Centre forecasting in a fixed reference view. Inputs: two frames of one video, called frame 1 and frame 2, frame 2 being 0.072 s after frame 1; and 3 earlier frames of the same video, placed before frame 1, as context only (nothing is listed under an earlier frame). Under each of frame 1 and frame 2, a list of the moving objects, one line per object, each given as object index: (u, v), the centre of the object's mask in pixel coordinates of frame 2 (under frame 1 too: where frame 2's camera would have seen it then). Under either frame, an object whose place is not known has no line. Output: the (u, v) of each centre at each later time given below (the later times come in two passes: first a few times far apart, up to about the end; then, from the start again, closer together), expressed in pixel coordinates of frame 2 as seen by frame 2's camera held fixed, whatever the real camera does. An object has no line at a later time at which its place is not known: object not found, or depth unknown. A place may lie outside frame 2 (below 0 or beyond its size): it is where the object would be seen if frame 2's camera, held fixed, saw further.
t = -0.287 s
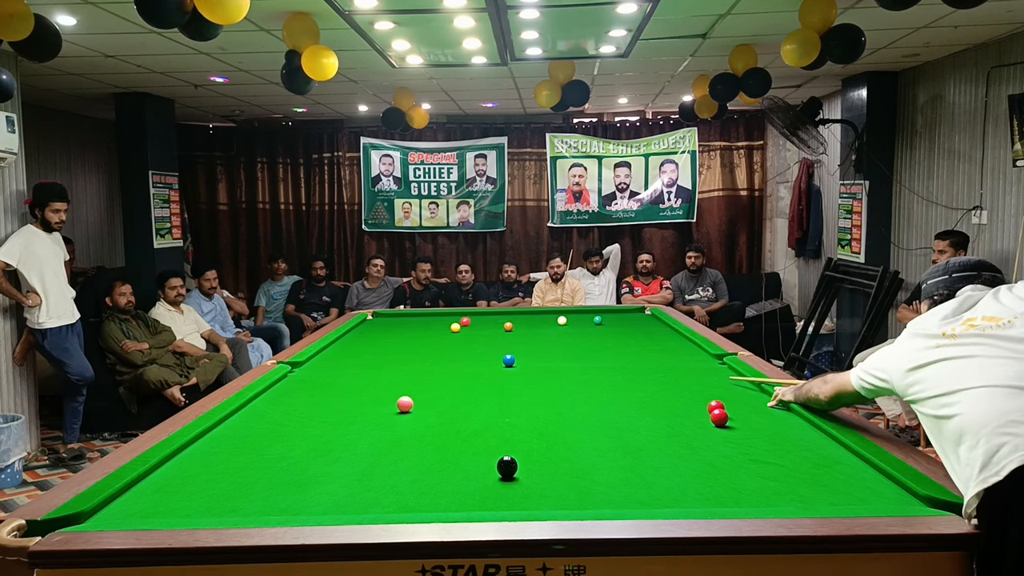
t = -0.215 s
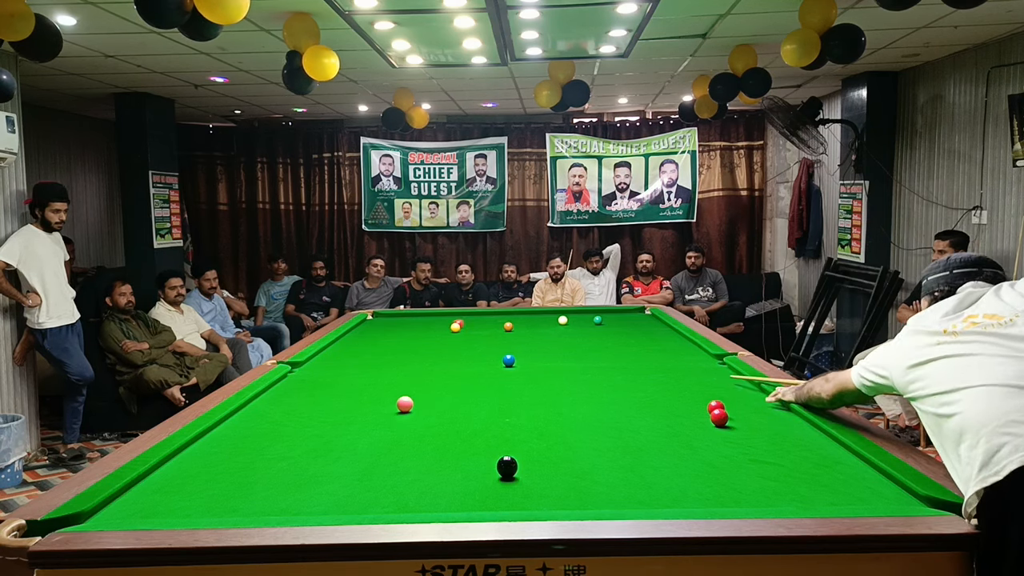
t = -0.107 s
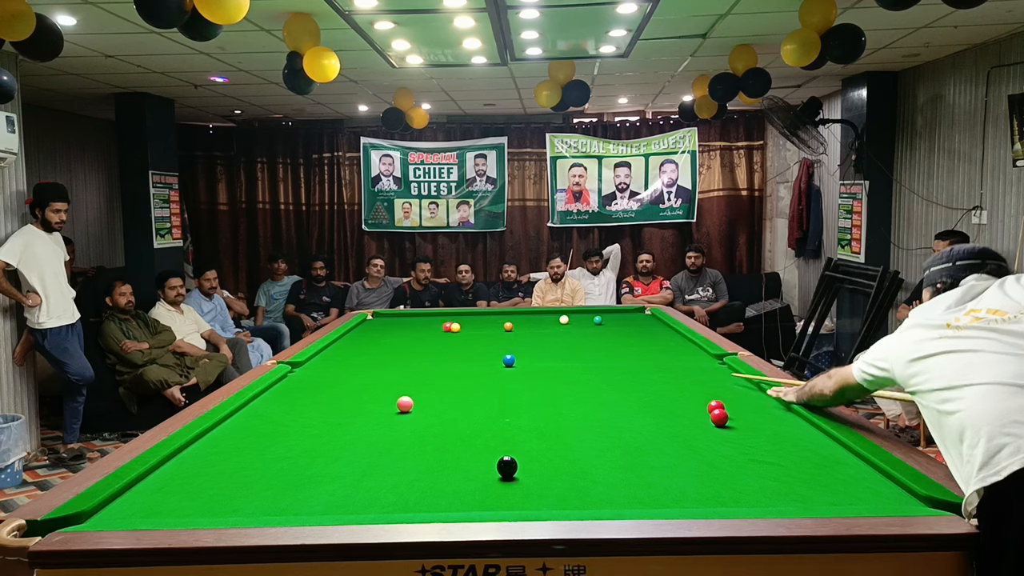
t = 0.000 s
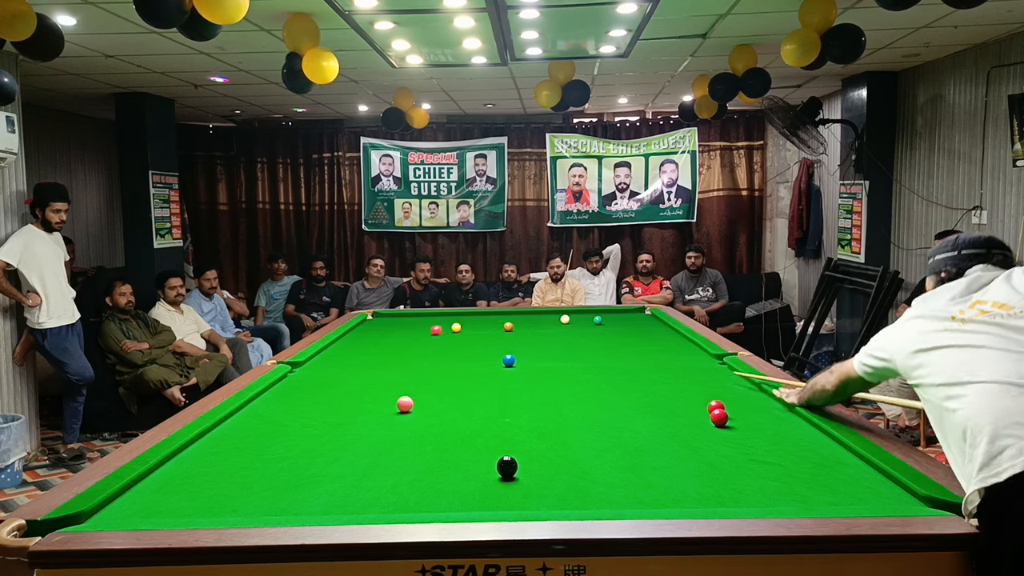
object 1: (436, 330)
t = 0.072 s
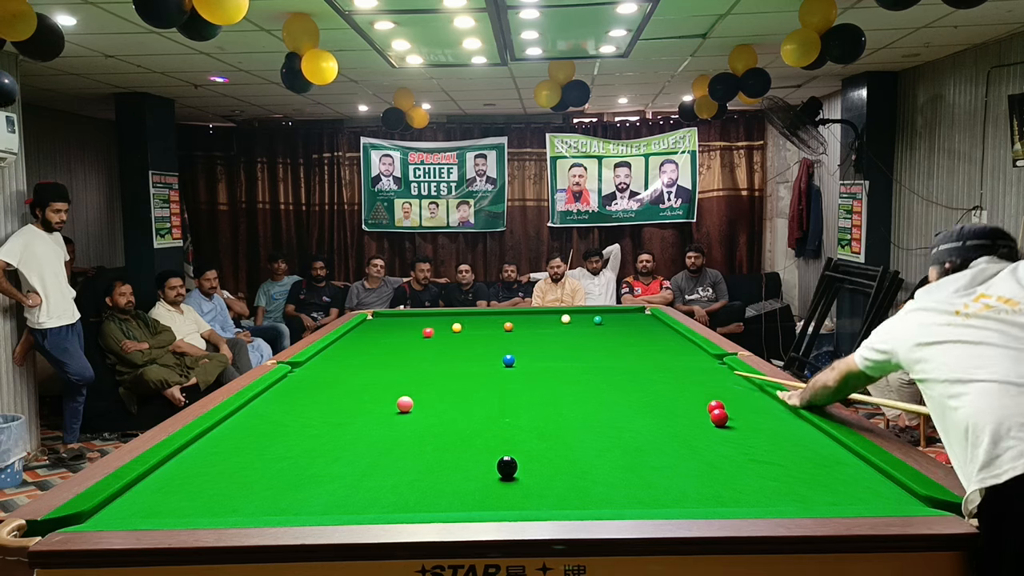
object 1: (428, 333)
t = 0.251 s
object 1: (406, 339)
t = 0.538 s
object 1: (367, 349)
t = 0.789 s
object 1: (329, 360)
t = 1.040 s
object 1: (299, 371)
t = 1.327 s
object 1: (306, 383)
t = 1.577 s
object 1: (312, 395)
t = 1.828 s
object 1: (319, 408)
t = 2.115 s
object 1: (329, 424)
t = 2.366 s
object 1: (339, 441)
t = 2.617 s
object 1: (351, 460)
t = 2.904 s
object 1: (366, 485)
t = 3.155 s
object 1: (383, 506)
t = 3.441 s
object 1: (416, 497)
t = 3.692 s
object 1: (442, 483)
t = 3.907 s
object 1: (461, 473)
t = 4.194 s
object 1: (483, 461)
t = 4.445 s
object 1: (498, 451)
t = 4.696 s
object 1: (513, 445)
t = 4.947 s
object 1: (525, 439)
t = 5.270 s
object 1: (539, 432)
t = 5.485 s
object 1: (547, 428)
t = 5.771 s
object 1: (557, 422)
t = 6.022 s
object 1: (564, 419)
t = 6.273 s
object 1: (570, 416)
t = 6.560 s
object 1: (576, 413)
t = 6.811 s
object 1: (580, 412)
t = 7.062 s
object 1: (583, 410)
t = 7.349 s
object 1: (586, 409)
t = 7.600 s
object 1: (587, 408)
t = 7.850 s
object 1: (588, 408)
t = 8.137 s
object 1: (587, 408)
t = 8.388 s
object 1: (587, 408)
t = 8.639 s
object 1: (587, 408)
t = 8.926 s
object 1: (587, 408)
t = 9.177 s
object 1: (587, 408)
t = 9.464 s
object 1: (587, 408)
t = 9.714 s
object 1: (587, 408)
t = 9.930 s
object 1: (587, 408)
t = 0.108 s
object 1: (423, 334)
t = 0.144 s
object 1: (419, 335)
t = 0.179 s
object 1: (415, 336)
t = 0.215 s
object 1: (410, 337)
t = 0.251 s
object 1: (406, 339)
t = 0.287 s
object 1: (401, 340)
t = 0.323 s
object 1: (397, 341)
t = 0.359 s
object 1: (392, 342)
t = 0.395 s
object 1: (387, 344)
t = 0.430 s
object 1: (382, 345)
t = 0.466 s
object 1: (377, 346)
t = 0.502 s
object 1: (372, 348)
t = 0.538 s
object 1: (367, 349)
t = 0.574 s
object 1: (362, 351)
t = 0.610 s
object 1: (356, 352)
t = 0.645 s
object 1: (351, 354)
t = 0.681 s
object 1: (345, 355)
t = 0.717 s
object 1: (340, 357)
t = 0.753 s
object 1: (334, 358)
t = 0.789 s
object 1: (329, 360)
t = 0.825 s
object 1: (322, 362)
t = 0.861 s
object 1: (316, 364)
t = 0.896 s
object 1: (310, 365)
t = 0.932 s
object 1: (304, 367)
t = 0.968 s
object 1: (298, 368)
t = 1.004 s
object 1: (297, 370)
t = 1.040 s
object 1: (299, 371)
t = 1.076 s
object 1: (300, 373)
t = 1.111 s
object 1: (301, 374)
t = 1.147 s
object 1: (301, 376)
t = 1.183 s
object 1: (302, 377)
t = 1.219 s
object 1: (303, 379)
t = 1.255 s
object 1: (304, 380)
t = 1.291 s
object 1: (305, 382)
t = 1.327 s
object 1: (306, 383)
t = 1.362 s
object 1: (306, 385)
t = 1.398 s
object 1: (307, 387)
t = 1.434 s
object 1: (308, 388)
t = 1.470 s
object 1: (309, 390)
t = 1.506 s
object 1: (310, 391)
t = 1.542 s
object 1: (311, 393)
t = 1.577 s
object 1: (312, 395)
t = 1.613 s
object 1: (313, 397)
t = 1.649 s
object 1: (314, 399)
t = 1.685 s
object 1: (315, 400)
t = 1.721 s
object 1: (316, 402)
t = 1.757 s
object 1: (317, 404)
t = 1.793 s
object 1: (318, 406)
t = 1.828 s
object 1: (319, 408)
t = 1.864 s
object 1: (320, 410)
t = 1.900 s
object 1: (322, 412)
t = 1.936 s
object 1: (323, 414)
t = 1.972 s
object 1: (324, 416)
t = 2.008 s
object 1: (325, 418)
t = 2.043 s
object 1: (327, 420)
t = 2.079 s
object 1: (328, 422)
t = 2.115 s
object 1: (329, 424)
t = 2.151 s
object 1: (331, 427)
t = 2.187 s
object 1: (332, 429)
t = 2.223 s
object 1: (333, 431)
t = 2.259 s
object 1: (335, 434)
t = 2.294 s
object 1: (337, 436)
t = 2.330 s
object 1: (338, 439)
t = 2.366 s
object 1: (339, 441)
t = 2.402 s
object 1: (341, 443)
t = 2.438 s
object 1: (343, 446)
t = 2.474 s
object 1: (345, 449)
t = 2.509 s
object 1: (346, 451)
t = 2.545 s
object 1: (348, 454)
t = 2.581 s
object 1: (349, 457)
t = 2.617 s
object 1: (351, 460)
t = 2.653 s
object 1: (353, 463)
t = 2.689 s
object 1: (355, 466)
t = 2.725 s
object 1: (357, 468)
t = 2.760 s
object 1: (359, 472)
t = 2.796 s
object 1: (361, 475)
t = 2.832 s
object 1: (362, 478)
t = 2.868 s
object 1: (364, 482)
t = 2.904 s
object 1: (366, 485)
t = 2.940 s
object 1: (369, 488)
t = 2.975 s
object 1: (371, 492)
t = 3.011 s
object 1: (373, 495)
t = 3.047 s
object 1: (376, 499)
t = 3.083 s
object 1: (378, 502)
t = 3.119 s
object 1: (380, 504)
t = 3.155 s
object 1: (383, 506)
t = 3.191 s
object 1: (385, 508)
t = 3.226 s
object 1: (390, 507)
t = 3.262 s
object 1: (395, 506)
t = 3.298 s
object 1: (399, 504)
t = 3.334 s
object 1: (404, 503)
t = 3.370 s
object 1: (408, 501)
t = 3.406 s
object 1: (412, 499)
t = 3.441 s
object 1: (416, 497)
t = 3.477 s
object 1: (420, 495)
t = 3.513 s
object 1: (424, 493)
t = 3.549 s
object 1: (428, 491)
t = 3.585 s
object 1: (431, 489)
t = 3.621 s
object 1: (435, 487)
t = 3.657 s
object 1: (438, 485)
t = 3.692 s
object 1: (442, 483)
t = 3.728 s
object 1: (445, 481)
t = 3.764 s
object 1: (448, 480)
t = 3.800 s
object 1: (452, 478)
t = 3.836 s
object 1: (454, 476)
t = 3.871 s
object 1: (458, 474)
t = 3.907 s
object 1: (461, 473)
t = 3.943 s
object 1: (464, 471)
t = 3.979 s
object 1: (467, 470)
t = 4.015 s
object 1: (469, 468)
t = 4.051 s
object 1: (472, 466)
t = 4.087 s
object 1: (475, 465)
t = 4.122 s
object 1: (478, 464)
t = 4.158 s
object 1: (480, 462)
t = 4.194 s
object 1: (483, 461)
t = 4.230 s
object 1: (485, 459)
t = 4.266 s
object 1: (488, 458)
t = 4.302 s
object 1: (490, 457)
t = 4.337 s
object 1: (492, 456)
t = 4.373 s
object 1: (494, 454)
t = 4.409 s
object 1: (496, 452)
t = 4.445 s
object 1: (498, 451)
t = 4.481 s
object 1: (501, 450)
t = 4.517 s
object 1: (503, 449)
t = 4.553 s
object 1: (506, 448)
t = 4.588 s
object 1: (507, 447)
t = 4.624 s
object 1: (509, 446)
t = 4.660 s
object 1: (511, 446)
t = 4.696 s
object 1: (513, 445)
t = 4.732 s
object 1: (515, 444)
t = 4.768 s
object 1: (517, 443)
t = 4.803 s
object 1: (519, 442)
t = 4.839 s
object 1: (521, 441)
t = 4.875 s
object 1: (522, 440)
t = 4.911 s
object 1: (524, 439)
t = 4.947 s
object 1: (525, 439)
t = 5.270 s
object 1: (539, 432)
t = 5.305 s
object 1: (541, 431)
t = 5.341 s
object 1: (542, 431)
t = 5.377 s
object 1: (543, 430)
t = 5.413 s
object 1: (544, 429)
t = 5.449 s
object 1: (546, 429)
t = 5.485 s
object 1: (547, 428)
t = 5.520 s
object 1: (549, 427)
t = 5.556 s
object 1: (550, 426)
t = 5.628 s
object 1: (553, 425)
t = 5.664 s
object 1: (554, 424)
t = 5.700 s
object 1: (555, 424)
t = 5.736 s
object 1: (556, 423)
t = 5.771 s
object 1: (557, 422)
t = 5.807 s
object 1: (558, 422)
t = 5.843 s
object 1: (559, 421)
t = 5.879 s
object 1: (560, 421)
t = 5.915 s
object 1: (561, 420)
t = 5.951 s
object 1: (562, 420)
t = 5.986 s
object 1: (563, 420)
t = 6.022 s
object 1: (564, 419)
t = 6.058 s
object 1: (565, 419)
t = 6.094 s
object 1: (566, 418)
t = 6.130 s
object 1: (567, 418)
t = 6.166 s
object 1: (568, 417)
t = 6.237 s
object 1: (569, 417)
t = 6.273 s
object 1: (570, 416)
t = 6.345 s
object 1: (571, 415)
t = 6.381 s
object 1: (572, 415)
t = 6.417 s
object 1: (573, 415)
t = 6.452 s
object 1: (574, 414)
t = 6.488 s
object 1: (574, 414)
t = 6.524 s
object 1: (575, 414)
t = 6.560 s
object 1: (576, 413)
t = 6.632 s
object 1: (577, 413)
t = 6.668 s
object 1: (578, 412)
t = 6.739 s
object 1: (579, 412)
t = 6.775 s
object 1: (579, 412)
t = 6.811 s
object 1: (580, 412)
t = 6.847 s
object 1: (580, 411)
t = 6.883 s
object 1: (581, 411)
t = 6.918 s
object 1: (581, 411)
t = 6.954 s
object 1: (582, 411)
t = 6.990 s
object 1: (582, 410)
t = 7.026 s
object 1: (583, 410)
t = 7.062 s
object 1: (583, 410)
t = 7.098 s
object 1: (584, 410)
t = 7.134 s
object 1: (584, 409)
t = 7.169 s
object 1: (585, 409)
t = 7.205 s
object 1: (585, 409)
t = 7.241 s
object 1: (585, 409)
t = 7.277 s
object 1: (585, 409)
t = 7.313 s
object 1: (586, 409)
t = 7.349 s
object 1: (586, 409)
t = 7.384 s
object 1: (586, 409)
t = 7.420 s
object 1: (587, 408)
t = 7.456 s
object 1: (587, 408)
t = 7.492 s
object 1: (587, 408)
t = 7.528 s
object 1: (587, 408)
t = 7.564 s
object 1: (587, 408)
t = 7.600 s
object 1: (587, 408)
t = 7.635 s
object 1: (587, 408)
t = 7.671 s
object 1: (588, 408)
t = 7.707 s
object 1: (588, 408)
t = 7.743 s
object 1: (588, 408)
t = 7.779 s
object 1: (588, 408)
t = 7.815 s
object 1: (588, 408)
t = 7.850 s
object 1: (588, 408)
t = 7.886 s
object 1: (588, 408)
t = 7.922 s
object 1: (588, 408)
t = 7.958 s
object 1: (588, 408)
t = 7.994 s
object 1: (588, 408)
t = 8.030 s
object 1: (588, 408)
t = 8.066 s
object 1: (587, 408)
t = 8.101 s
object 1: (587, 408)
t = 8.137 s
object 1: (587, 408)
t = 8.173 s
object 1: (588, 408)
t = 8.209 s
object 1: (587, 408)
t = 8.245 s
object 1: (587, 408)
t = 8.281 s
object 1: (587, 408)
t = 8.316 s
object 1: (587, 408)
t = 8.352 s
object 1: (587, 408)
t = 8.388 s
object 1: (587, 408)
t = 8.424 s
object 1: (587, 408)
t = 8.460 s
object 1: (587, 408)
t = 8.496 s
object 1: (587, 408)
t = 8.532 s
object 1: (587, 408)
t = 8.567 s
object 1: (587, 408)
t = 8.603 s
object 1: (587, 408)
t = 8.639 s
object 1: (587, 408)
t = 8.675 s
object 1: (587, 408)
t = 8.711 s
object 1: (587, 408)
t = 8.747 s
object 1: (587, 408)
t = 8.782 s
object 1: (587, 408)
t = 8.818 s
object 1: (587, 408)
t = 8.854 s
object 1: (587, 408)
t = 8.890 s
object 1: (587, 408)
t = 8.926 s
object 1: (587, 408)
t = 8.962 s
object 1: (587, 408)
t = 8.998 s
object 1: (587, 408)
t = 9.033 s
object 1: (587, 408)
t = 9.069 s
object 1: (587, 408)
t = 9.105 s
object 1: (587, 408)
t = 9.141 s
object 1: (587, 408)
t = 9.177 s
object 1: (587, 408)
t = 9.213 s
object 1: (587, 408)
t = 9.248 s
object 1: (587, 408)
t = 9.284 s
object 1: (587, 408)
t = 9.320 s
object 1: (587, 408)
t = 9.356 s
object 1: (587, 408)
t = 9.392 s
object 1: (587, 408)
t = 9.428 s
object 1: (587, 408)
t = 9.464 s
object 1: (587, 408)
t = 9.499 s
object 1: (587, 408)
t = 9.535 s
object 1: (587, 408)
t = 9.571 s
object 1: (587, 408)
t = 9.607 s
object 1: (587, 408)
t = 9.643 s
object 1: (587, 408)
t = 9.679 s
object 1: (587, 408)
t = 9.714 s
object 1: (587, 408)
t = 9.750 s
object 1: (587, 408)
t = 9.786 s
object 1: (587, 408)
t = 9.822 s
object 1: (587, 408)
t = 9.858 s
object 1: (587, 408)
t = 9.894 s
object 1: (587, 408)
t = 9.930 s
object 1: (587, 408)
